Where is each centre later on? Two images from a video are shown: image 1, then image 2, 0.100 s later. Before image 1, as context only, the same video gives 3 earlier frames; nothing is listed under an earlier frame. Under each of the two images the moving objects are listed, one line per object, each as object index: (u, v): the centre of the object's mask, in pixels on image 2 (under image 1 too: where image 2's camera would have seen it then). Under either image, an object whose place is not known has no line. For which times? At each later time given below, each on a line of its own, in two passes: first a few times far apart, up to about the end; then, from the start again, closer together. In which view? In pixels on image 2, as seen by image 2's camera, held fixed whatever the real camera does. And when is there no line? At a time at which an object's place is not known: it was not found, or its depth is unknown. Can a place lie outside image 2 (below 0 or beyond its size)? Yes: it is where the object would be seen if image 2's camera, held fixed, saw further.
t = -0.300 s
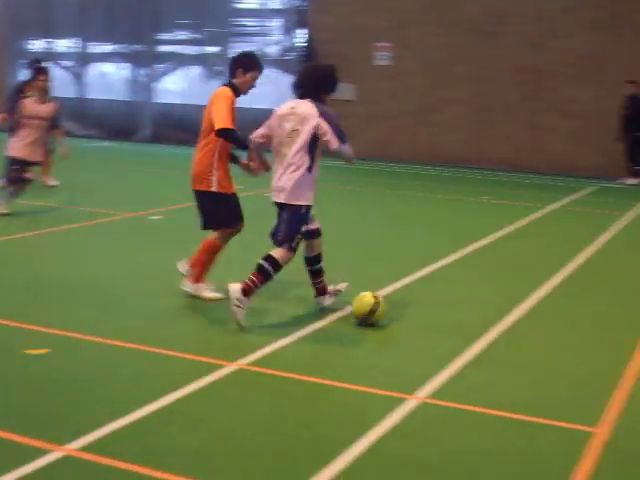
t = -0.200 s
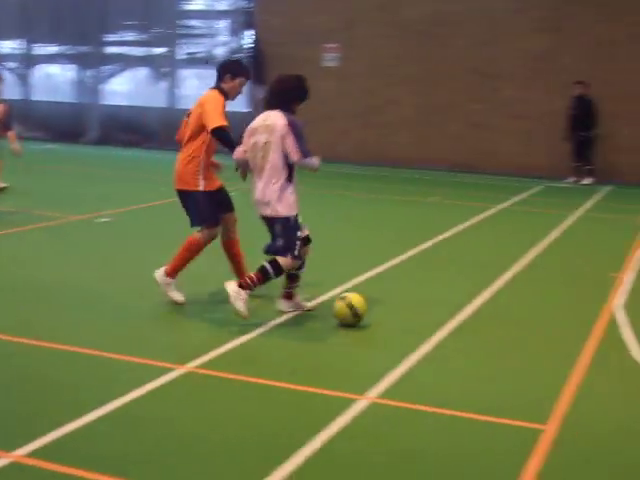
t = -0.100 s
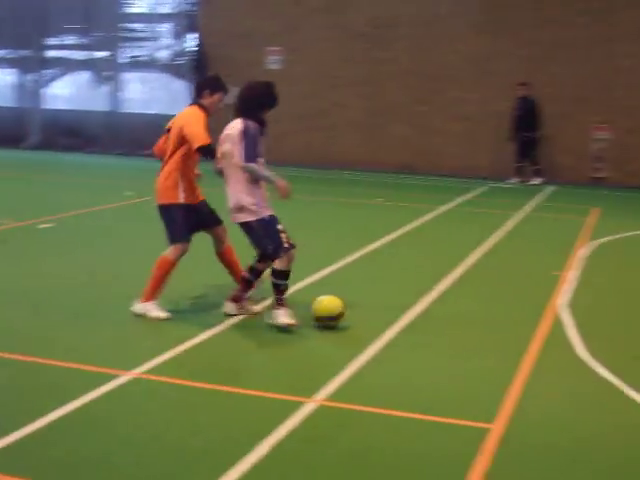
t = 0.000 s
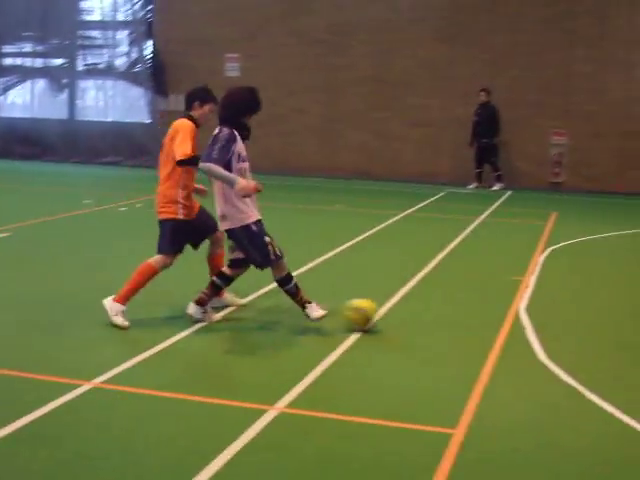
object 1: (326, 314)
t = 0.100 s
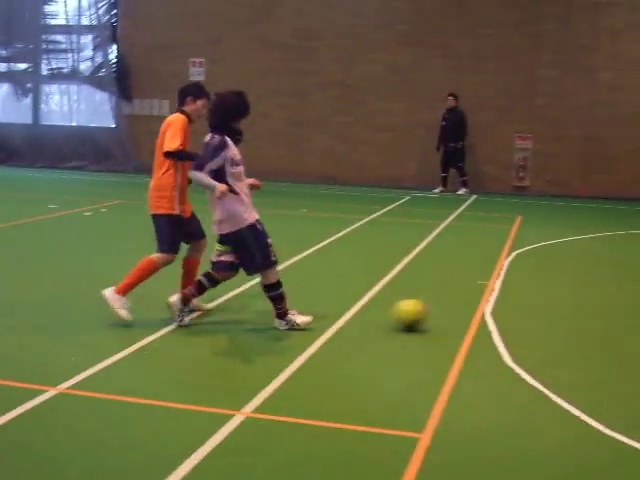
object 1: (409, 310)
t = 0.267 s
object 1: (525, 304)
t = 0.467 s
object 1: (635, 300)
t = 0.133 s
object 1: (435, 308)
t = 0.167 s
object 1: (459, 307)
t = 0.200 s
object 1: (483, 307)
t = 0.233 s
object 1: (504, 308)
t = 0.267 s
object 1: (525, 304)
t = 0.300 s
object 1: (545, 297)
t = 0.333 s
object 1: (566, 297)
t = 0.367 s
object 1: (583, 301)
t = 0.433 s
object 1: (620, 297)
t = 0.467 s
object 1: (635, 300)
